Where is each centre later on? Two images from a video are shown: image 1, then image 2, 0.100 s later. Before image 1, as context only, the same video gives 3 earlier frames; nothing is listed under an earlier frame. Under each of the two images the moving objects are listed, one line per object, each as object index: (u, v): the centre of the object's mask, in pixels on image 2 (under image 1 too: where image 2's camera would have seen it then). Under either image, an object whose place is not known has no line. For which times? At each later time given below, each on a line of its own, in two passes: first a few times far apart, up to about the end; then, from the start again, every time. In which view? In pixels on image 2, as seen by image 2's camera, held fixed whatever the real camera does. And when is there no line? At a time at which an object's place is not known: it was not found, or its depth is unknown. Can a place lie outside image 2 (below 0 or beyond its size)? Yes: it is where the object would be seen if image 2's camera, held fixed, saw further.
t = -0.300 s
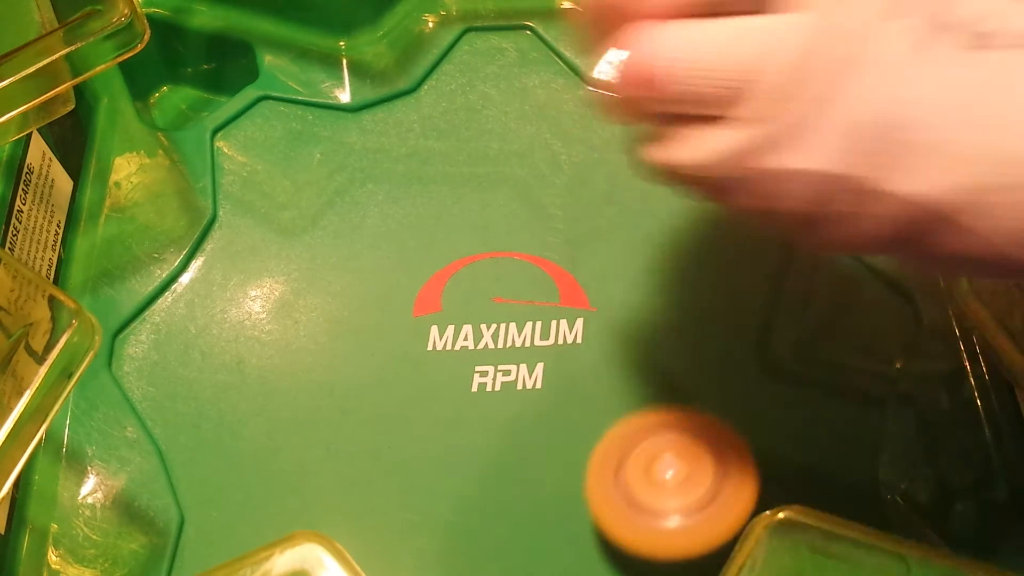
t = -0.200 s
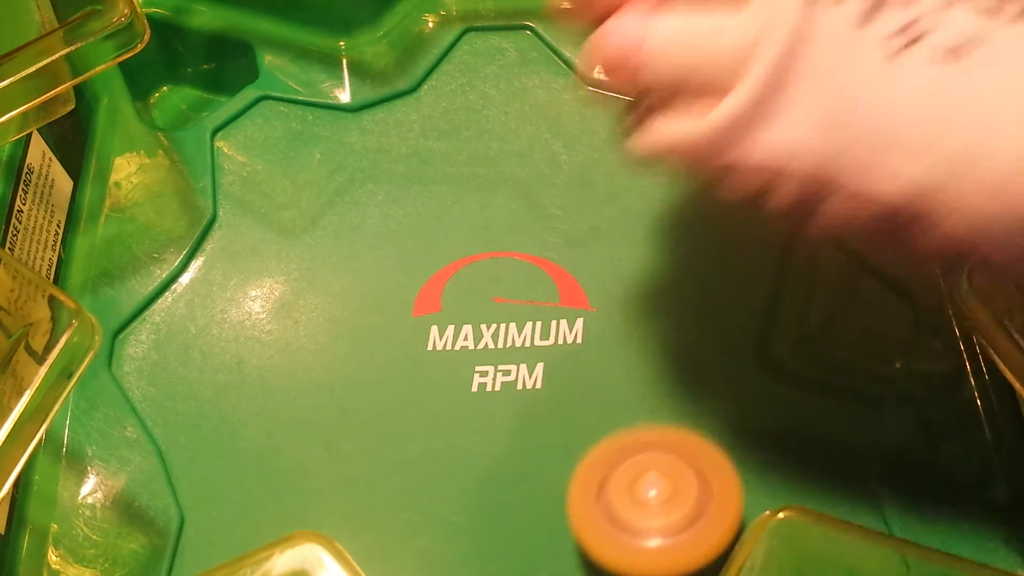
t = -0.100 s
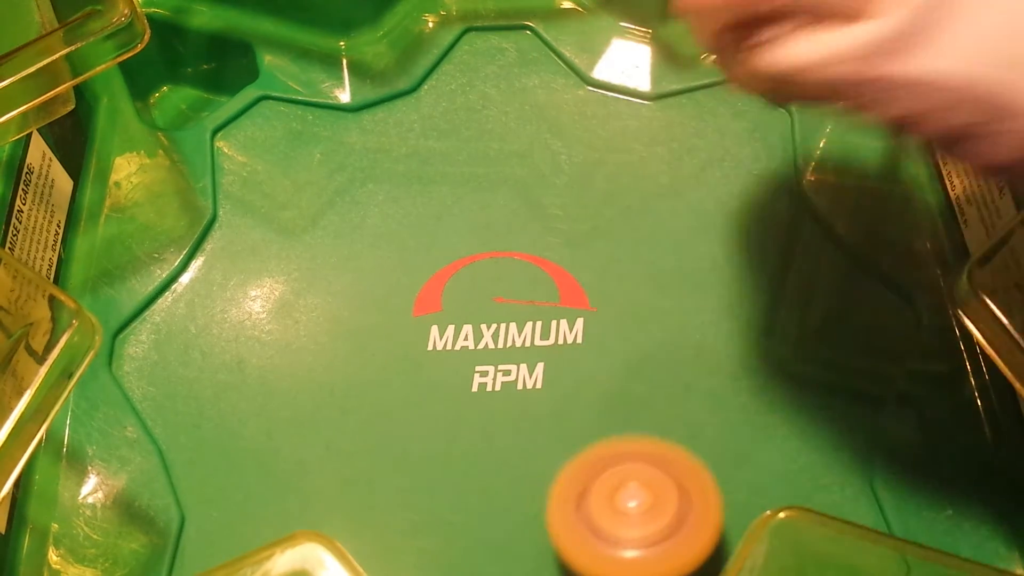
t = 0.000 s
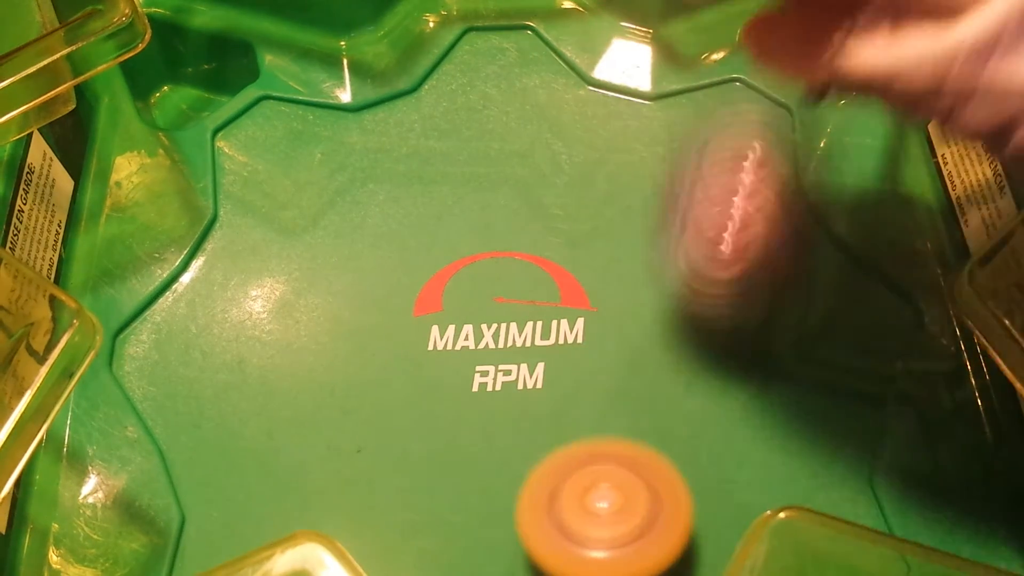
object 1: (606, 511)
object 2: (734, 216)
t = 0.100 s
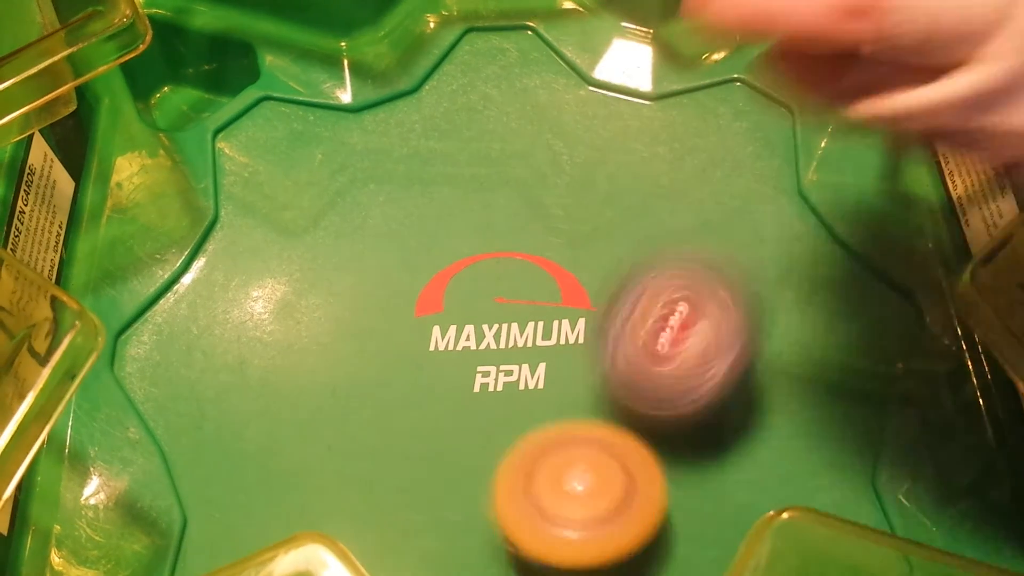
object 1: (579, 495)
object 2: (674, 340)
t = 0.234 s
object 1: (414, 488)
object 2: (738, 379)
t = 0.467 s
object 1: (280, 506)
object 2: (867, 324)
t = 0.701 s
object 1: (293, 520)
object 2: (746, 329)
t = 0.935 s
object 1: (353, 461)
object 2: (743, 460)
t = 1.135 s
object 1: (370, 336)
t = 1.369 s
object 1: (332, 215)
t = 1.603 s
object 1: (317, 188)
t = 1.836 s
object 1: (395, 205)
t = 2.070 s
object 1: (524, 209)
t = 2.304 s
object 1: (634, 200)
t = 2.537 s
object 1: (712, 199)
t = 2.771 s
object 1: (732, 223)
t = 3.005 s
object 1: (716, 286)
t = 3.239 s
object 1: (688, 388)
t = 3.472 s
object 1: (809, 482)
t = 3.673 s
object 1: (811, 490)
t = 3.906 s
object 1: (715, 492)
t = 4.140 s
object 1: (536, 533)
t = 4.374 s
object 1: (434, 519)
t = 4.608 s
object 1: (374, 454)
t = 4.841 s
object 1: (274, 374)
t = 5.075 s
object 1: (290, 301)
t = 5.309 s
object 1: (355, 236)
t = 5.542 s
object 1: (454, 183)
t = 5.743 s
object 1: (545, 161)
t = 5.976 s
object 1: (638, 175)
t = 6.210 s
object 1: (697, 228)
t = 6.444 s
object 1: (728, 321)
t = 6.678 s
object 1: (709, 421)
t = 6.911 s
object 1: (632, 490)
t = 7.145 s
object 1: (523, 509)
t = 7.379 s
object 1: (420, 475)
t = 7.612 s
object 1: (357, 401)
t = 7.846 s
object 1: (347, 311)
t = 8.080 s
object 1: (379, 236)
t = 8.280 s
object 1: (448, 194)
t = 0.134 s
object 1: (538, 496)
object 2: (675, 367)
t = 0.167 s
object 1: (487, 495)
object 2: (695, 371)
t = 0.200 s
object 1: (448, 492)
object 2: (716, 376)
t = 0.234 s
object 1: (414, 488)
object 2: (738, 379)
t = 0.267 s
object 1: (388, 487)
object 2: (763, 381)
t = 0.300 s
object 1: (365, 487)
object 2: (793, 381)
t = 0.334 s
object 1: (344, 489)
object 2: (823, 378)
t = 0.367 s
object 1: (326, 492)
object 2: (854, 371)
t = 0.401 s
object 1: (310, 496)
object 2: (880, 362)
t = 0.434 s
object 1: (294, 501)
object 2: (881, 346)
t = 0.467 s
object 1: (280, 506)
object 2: (867, 324)
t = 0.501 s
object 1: (268, 512)
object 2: (853, 301)
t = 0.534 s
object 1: (260, 516)
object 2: (841, 288)
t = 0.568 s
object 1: (256, 519)
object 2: (827, 281)
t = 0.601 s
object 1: (259, 521)
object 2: (807, 284)
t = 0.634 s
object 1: (267, 521)
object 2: (785, 294)
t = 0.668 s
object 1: (279, 522)
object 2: (762, 310)
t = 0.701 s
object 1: (293, 520)
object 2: (746, 329)
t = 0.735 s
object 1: (307, 517)
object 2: (734, 353)
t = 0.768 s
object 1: (318, 513)
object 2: (727, 374)
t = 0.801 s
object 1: (326, 507)
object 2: (723, 397)
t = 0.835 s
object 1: (333, 500)
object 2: (724, 418)
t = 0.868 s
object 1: (340, 491)
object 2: (728, 438)
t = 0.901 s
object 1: (347, 478)
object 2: (735, 450)
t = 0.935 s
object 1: (353, 461)
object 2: (743, 460)
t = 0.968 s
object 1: (360, 440)
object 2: (754, 464)
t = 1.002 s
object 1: (365, 420)
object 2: (764, 465)
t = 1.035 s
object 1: (370, 401)
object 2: (770, 462)
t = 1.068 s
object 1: (371, 379)
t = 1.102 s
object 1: (371, 357)
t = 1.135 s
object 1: (370, 336)
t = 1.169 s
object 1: (367, 314)
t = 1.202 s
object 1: (362, 293)
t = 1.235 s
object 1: (358, 275)
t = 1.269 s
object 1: (351, 258)
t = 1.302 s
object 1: (345, 243)
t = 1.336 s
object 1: (338, 228)
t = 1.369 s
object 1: (332, 215)
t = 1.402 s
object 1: (327, 205)
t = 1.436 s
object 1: (323, 196)
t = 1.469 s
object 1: (319, 188)
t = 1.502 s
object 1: (316, 184)
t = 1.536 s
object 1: (314, 183)
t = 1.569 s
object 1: (314, 185)
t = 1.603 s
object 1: (317, 188)
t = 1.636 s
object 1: (323, 190)
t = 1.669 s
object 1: (330, 192)
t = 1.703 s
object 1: (340, 194)
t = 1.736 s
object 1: (351, 197)
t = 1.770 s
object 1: (364, 200)
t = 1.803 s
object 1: (378, 203)
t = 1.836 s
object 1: (395, 205)
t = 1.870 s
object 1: (413, 207)
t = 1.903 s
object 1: (431, 209)
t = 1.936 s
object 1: (450, 210)
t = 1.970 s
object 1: (469, 210)
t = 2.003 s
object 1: (488, 211)
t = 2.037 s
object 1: (506, 210)
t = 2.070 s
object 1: (524, 209)
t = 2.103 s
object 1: (542, 208)
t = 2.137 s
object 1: (557, 208)
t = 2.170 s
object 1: (573, 206)
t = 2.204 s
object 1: (590, 205)
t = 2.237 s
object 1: (605, 203)
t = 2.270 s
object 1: (620, 201)
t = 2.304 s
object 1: (634, 200)
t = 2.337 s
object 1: (648, 199)
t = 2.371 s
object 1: (660, 198)
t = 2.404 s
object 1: (673, 197)
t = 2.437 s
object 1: (685, 197)
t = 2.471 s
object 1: (695, 197)
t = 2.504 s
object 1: (705, 197)
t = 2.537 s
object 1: (712, 199)
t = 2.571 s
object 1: (719, 201)
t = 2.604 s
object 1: (723, 203)
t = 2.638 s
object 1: (727, 206)
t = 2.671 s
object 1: (729, 209)
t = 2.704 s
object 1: (731, 213)
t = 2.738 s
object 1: (732, 218)
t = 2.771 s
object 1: (732, 223)
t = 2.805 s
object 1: (732, 229)
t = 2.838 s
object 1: (731, 236)
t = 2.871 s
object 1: (730, 244)
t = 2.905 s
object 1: (728, 253)
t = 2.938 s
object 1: (724, 263)
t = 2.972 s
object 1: (720, 274)
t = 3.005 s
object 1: (716, 286)
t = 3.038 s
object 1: (711, 299)
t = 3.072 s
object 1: (707, 312)
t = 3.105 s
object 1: (702, 325)
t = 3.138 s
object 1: (697, 339)
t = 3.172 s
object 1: (691, 353)
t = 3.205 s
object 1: (686, 367)
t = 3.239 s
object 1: (688, 388)
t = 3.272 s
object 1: (724, 419)
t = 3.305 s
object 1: (750, 442)
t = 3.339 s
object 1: (766, 456)
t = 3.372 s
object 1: (778, 465)
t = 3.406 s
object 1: (789, 472)
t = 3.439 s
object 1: (800, 478)
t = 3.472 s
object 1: (809, 482)
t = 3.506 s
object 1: (817, 485)
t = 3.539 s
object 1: (821, 488)
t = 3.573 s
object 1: (821, 490)
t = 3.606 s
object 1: (820, 490)
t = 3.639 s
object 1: (816, 491)
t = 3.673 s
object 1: (811, 490)
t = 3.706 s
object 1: (803, 491)
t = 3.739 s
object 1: (794, 491)
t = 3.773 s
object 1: (783, 491)
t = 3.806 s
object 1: (768, 493)
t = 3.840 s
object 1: (750, 494)
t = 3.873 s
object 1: (733, 493)
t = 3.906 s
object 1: (715, 492)
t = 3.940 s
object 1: (697, 490)
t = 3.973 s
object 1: (676, 487)
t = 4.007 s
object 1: (649, 492)
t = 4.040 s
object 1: (625, 513)
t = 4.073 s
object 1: (596, 526)
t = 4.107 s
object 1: (563, 531)
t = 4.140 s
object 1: (536, 533)
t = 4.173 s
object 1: (515, 533)
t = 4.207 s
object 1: (499, 532)
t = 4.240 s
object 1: (484, 530)
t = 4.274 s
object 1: (471, 528)
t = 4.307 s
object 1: (457, 525)
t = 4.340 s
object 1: (445, 523)
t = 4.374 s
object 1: (434, 519)
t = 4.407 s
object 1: (424, 514)
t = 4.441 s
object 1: (414, 508)
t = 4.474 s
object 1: (406, 502)
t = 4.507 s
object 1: (397, 490)
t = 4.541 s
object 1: (388, 478)
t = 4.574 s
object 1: (381, 466)
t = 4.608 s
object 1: (374, 454)
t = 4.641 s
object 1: (367, 441)
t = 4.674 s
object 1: (360, 427)
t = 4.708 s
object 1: (347, 418)
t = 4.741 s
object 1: (314, 412)
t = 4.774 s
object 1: (292, 400)
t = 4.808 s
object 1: (280, 387)
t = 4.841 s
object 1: (274, 374)
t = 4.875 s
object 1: (272, 361)
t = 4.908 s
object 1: (272, 350)
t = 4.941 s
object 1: (273, 339)
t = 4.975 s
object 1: (276, 329)
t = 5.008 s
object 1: (280, 319)
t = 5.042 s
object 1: (285, 310)
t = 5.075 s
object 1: (290, 301)
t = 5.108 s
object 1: (296, 292)
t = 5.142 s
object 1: (303, 282)
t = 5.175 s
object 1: (311, 272)
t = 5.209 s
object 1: (321, 263)
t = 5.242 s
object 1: (332, 253)
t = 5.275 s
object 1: (343, 244)
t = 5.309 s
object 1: (355, 236)
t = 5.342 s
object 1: (368, 227)
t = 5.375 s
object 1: (381, 221)
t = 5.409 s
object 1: (395, 213)
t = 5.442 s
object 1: (409, 206)
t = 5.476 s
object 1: (424, 199)
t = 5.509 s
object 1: (439, 190)
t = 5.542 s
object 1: (454, 183)
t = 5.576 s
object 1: (469, 177)
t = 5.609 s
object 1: (484, 172)
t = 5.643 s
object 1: (500, 169)
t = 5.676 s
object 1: (515, 165)
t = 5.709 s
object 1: (529, 163)
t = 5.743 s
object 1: (545, 161)
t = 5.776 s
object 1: (559, 160)
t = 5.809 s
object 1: (574, 161)
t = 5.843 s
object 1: (588, 161)
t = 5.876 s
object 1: (600, 163)
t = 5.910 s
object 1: (614, 166)
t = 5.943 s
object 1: (626, 170)
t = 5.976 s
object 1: (638, 175)
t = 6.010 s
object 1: (649, 179)
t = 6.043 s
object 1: (658, 186)
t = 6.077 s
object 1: (667, 193)
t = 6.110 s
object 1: (675, 200)
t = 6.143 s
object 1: (683, 209)
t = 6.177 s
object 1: (691, 219)
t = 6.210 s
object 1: (697, 228)
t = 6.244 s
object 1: (705, 240)
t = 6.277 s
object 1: (711, 251)
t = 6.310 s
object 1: (716, 265)
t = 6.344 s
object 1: (721, 278)
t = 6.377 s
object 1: (724, 292)
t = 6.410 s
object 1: (727, 307)
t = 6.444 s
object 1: (728, 321)
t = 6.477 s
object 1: (728, 337)
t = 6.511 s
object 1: (728, 352)
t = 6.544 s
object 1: (725, 366)
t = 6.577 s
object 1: (724, 381)
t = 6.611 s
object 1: (720, 394)
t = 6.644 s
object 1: (715, 409)
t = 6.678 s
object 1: (709, 421)
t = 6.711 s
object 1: (701, 435)
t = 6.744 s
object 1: (693, 446)
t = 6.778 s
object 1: (682, 456)
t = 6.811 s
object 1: (672, 467)
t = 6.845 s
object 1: (659, 475)
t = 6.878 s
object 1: (646, 484)
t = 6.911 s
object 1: (632, 490)
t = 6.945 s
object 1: (618, 497)
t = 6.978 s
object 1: (603, 501)
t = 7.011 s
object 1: (587, 505)
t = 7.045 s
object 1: (570, 506)
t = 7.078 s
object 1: (555, 508)
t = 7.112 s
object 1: (539, 508)
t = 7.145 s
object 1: (523, 509)
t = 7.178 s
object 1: (508, 507)
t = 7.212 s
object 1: (492, 505)
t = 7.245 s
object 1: (476, 500)
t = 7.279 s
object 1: (461, 496)
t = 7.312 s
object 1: (446, 490)
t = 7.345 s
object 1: (432, 484)
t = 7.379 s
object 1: (420, 475)
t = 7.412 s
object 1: (408, 468)
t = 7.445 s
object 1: (397, 457)
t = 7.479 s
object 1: (387, 448)
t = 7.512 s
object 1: (378, 437)
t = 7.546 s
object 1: (370, 426)
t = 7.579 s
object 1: (363, 413)
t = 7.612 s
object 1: (357, 401)
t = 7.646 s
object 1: (353, 390)
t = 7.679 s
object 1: (350, 377)
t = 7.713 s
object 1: (347, 364)
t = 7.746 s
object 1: (346, 351)
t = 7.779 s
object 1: (346, 338)
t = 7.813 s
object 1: (346, 325)
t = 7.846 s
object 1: (347, 311)
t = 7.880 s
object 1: (344, 301)
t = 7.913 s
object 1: (346, 287)
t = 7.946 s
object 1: (349, 276)
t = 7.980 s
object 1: (354, 265)
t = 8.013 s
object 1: (361, 255)
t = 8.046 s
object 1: (369, 245)
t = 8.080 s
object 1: (379, 236)
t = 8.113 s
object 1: (388, 227)
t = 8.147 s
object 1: (398, 219)
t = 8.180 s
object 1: (410, 212)
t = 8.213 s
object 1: (422, 205)
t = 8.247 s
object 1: (435, 198)
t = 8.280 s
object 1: (448, 194)
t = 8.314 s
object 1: (460, 189)
